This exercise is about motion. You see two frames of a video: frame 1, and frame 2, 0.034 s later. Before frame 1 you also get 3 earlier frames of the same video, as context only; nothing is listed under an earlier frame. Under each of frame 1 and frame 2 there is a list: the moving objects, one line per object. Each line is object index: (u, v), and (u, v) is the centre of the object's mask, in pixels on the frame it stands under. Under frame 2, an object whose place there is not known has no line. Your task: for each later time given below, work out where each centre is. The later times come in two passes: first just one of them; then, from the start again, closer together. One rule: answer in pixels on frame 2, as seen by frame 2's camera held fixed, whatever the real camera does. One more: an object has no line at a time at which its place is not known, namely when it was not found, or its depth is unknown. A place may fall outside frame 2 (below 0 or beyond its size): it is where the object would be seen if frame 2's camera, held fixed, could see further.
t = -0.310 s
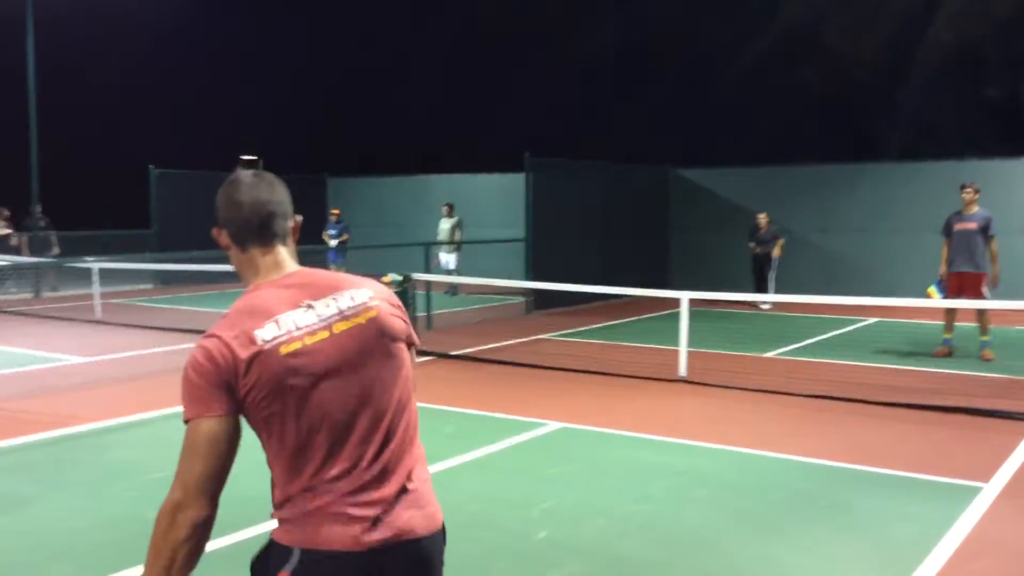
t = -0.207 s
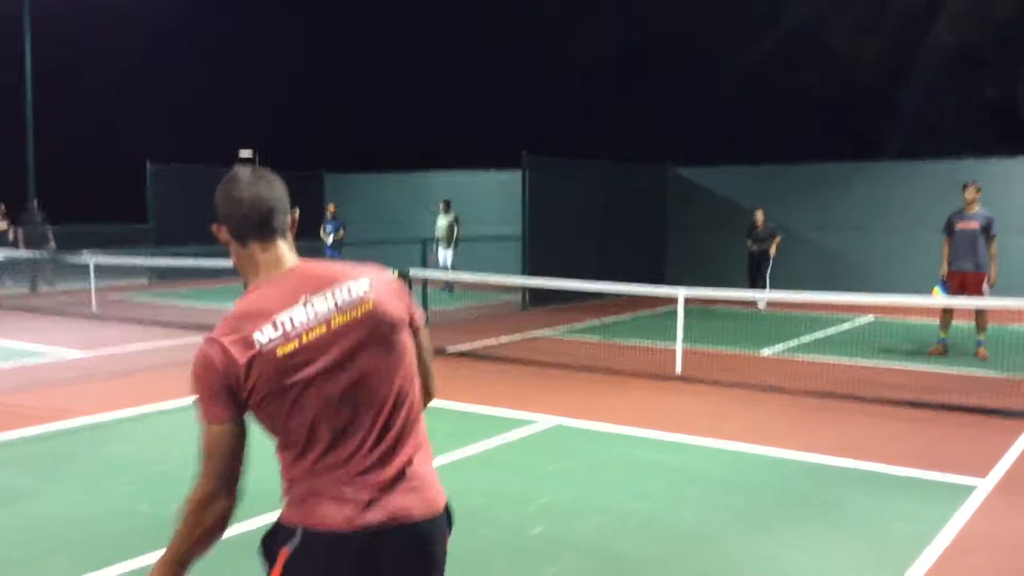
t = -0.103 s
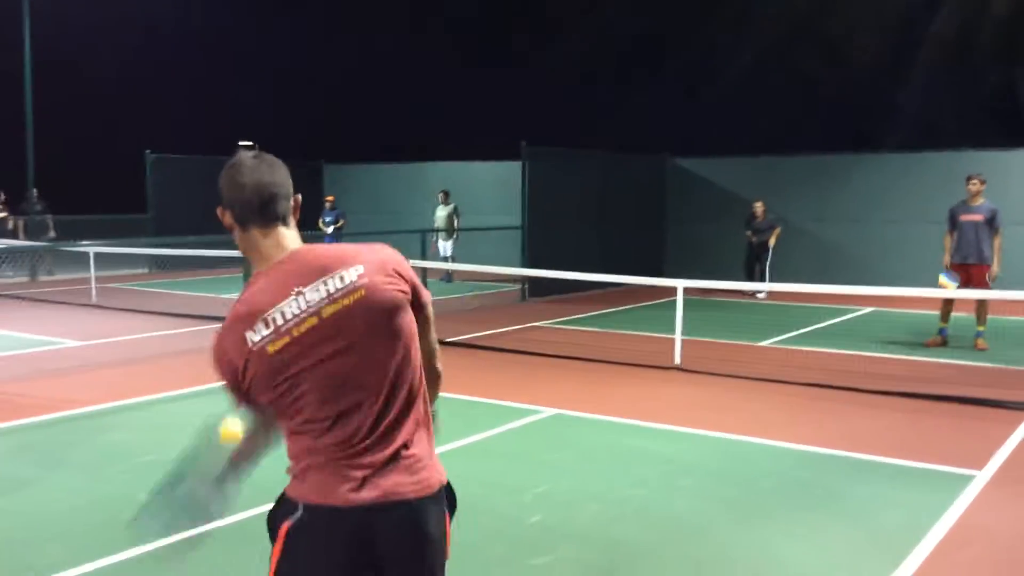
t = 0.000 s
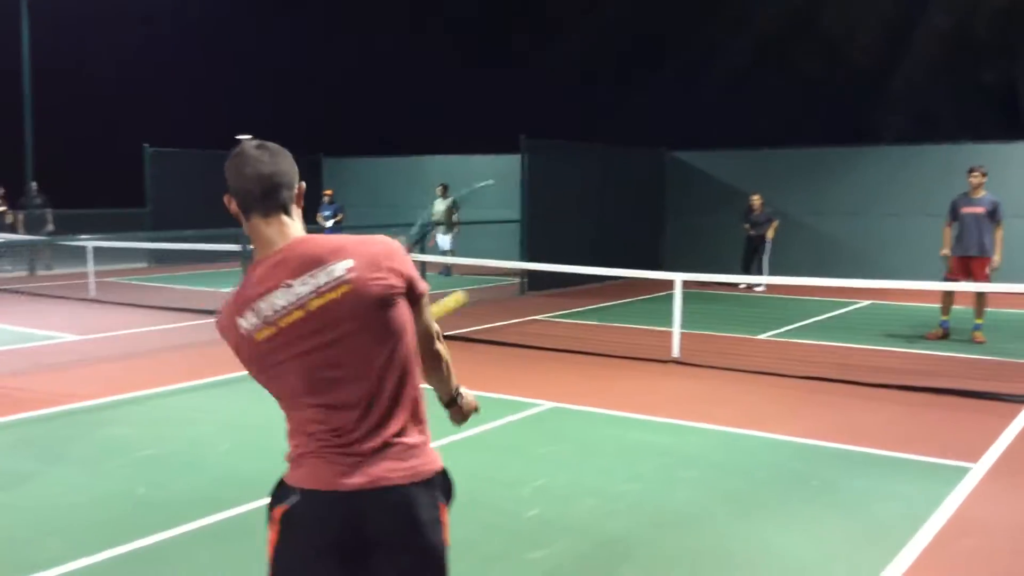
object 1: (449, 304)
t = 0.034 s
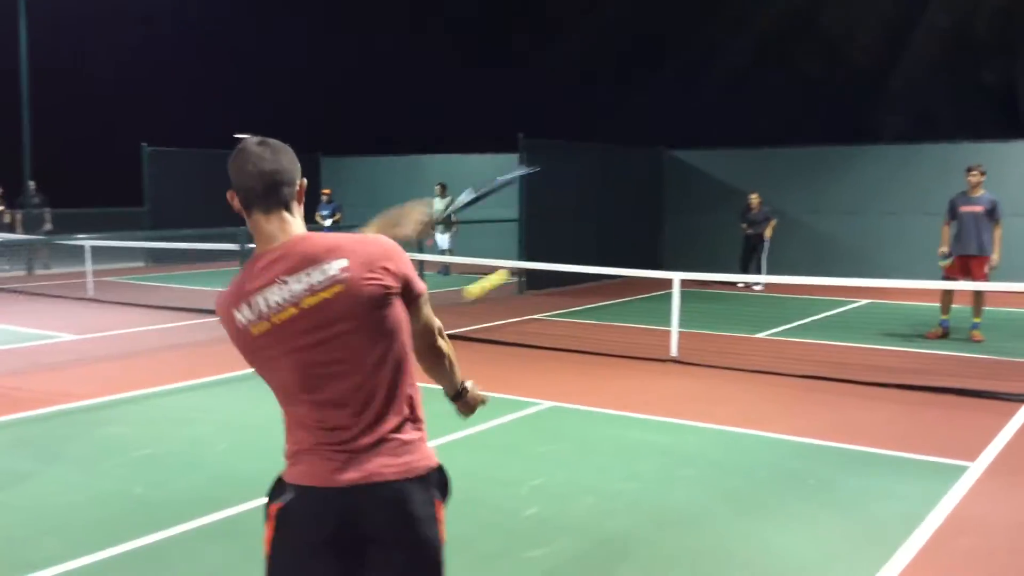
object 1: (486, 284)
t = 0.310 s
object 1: (669, 250)
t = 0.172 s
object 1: (607, 245)
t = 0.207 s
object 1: (626, 244)
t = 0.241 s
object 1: (643, 244)
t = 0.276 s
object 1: (657, 246)
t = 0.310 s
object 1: (669, 250)
